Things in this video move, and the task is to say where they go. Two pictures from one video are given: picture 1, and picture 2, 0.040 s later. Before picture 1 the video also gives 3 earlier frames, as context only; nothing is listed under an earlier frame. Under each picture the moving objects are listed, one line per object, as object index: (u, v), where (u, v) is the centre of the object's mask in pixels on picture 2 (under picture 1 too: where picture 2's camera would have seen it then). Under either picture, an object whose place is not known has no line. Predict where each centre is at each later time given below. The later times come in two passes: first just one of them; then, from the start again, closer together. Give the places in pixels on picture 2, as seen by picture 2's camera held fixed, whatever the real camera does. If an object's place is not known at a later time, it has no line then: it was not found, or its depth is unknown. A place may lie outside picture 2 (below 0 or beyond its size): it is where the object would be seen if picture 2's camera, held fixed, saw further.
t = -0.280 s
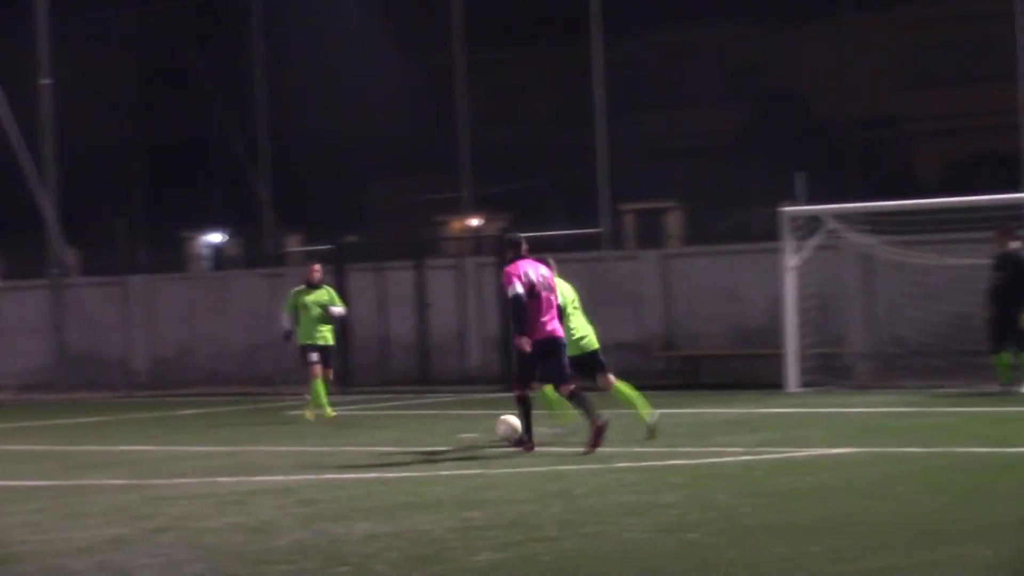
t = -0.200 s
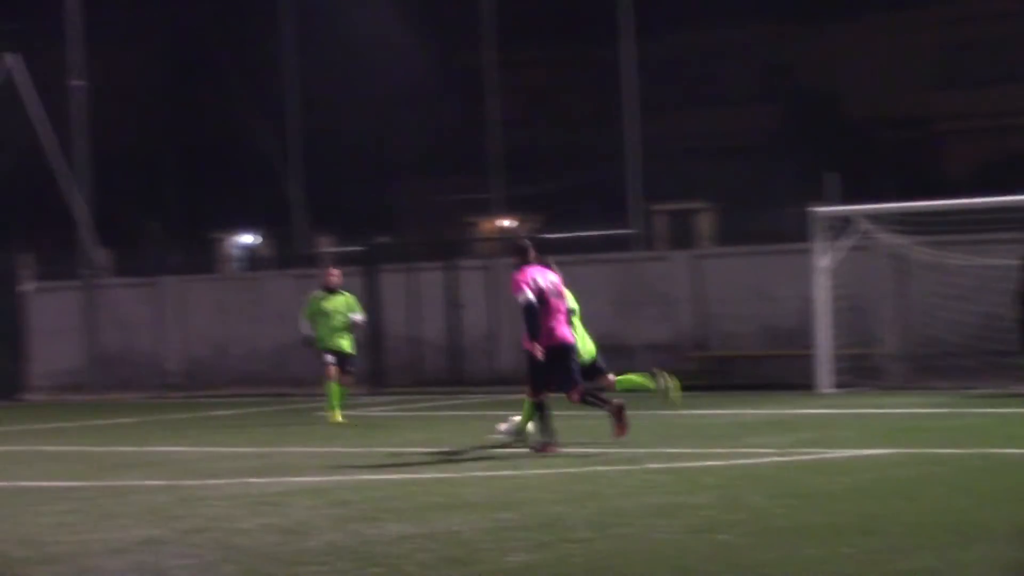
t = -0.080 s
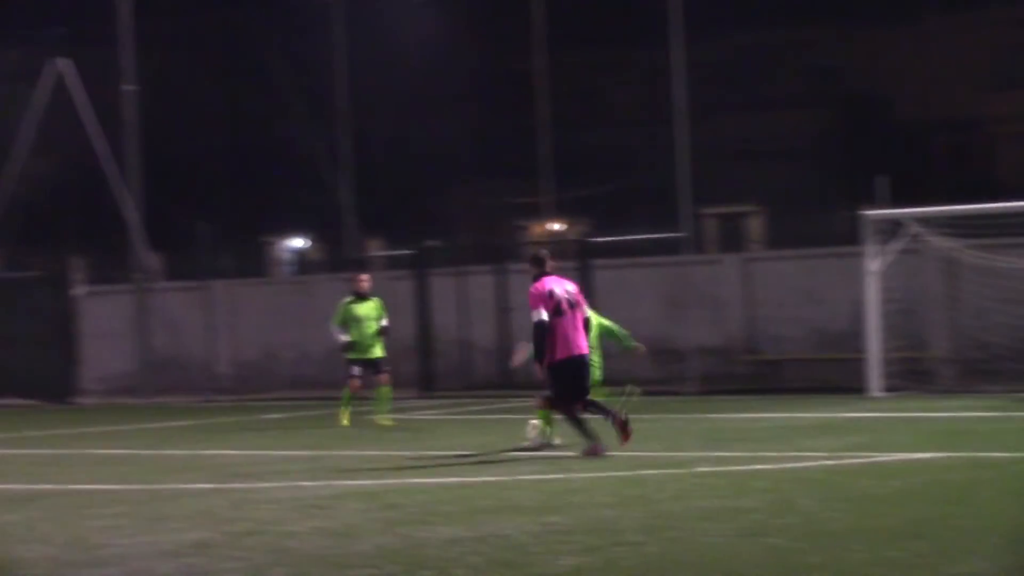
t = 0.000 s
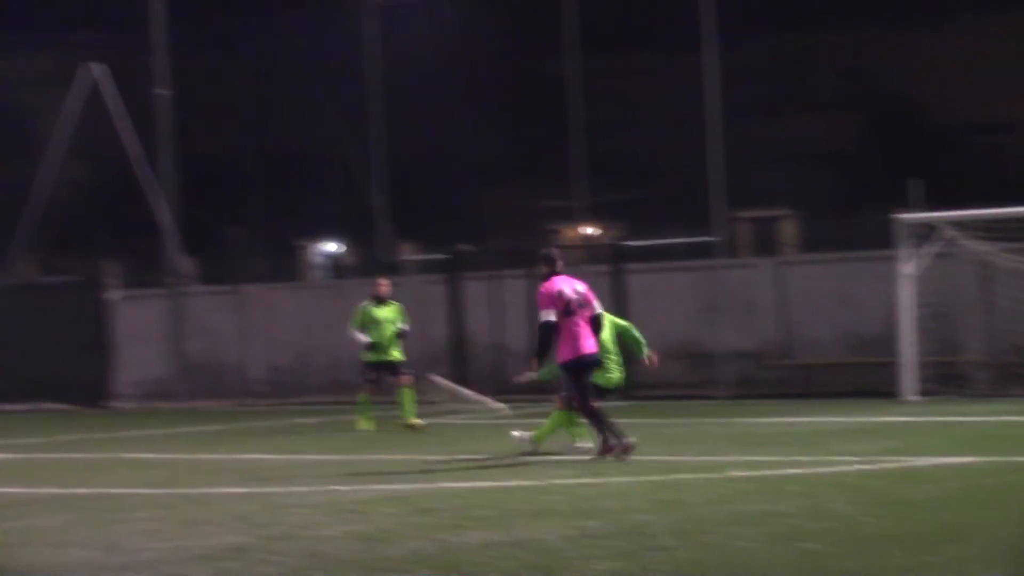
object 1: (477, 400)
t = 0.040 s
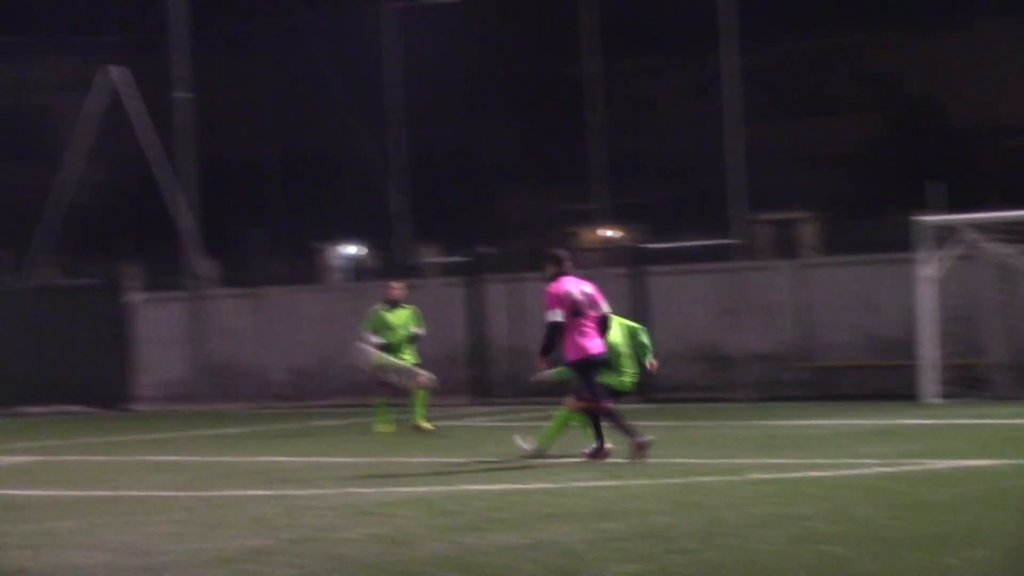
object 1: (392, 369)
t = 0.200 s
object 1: (22, 235)
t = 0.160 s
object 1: (113, 268)
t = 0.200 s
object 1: (22, 235)
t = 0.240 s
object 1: (-74, 202)
